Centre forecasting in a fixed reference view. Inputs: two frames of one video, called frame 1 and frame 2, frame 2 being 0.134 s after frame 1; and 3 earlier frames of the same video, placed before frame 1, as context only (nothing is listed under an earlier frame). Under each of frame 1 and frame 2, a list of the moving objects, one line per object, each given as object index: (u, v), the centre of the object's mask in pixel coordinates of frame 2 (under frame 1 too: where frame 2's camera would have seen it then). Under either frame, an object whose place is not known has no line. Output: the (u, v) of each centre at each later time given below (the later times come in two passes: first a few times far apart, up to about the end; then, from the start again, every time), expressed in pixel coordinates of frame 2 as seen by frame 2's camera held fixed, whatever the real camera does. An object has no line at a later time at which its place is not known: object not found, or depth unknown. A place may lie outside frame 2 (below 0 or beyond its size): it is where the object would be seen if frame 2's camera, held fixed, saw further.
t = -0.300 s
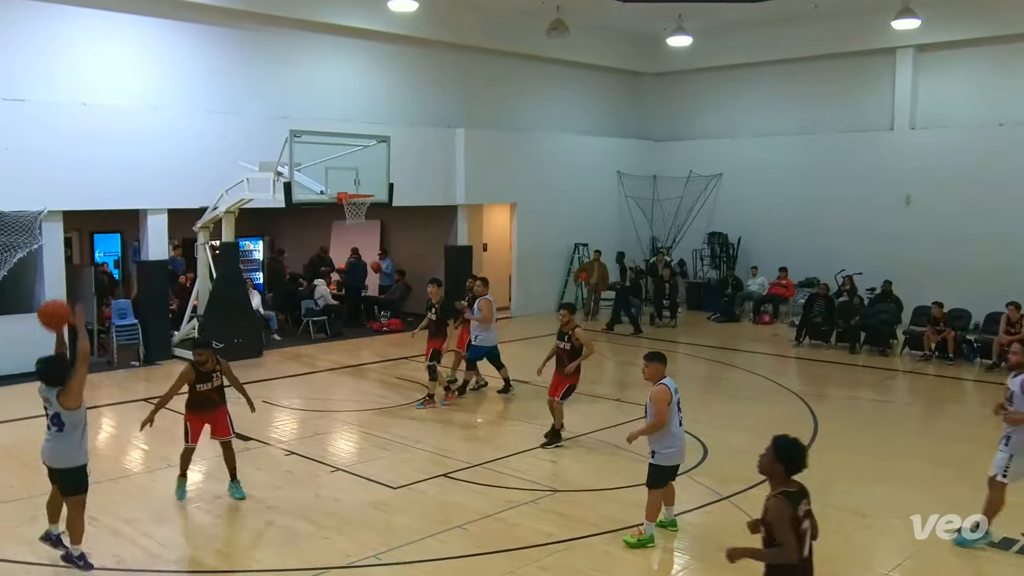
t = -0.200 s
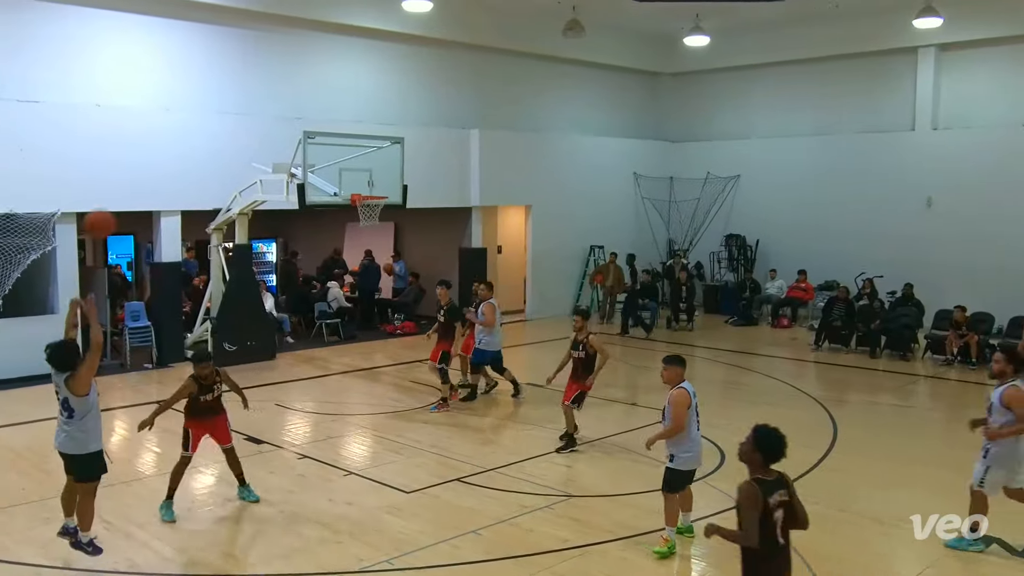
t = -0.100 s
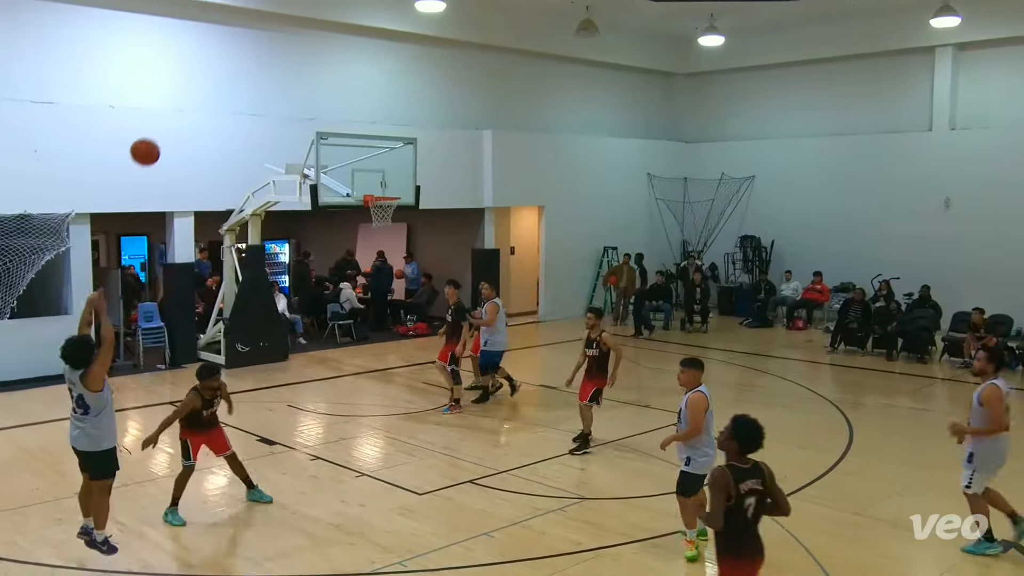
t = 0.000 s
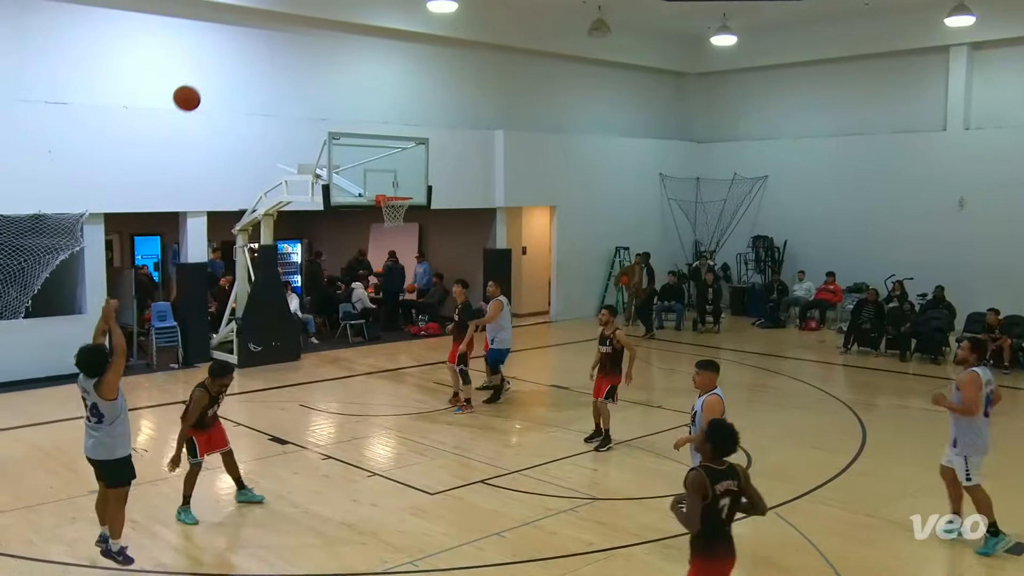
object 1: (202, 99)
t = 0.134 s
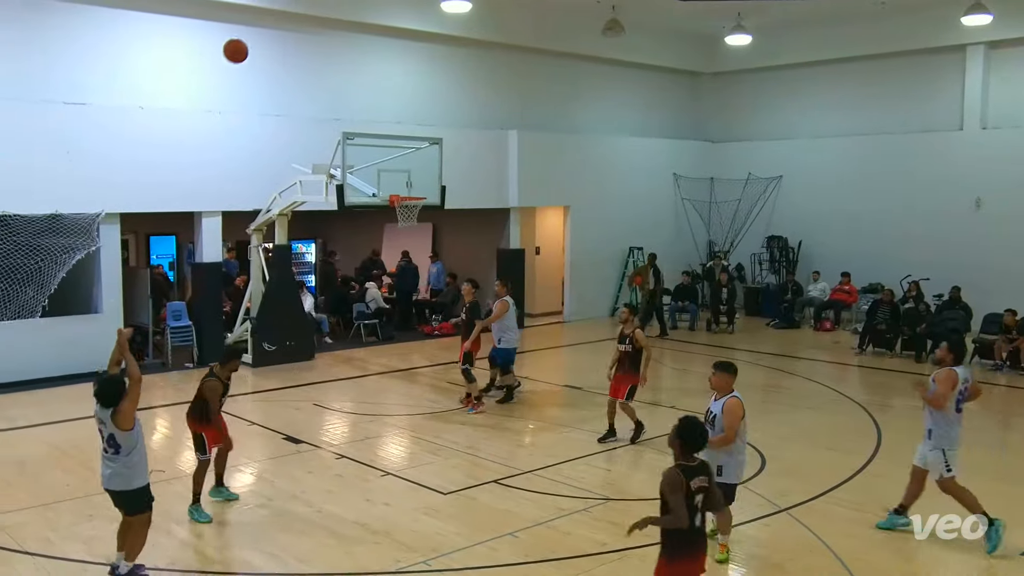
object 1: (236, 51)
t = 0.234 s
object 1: (258, 30)
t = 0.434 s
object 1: (298, 21)
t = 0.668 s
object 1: (337, 52)
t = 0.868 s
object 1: (364, 107)
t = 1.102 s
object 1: (391, 191)
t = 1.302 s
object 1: (377, 167)
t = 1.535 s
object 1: (378, 171)
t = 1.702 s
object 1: (377, 199)
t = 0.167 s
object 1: (243, 43)
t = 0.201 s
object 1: (251, 36)
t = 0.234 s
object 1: (258, 30)
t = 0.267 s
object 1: (265, 26)
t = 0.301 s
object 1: (272, 23)
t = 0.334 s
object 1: (279, 21)
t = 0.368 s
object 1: (286, 20)
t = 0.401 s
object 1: (292, 20)
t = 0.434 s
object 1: (298, 21)
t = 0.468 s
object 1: (304, 23)
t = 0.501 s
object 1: (310, 26)
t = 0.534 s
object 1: (316, 29)
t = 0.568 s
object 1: (321, 34)
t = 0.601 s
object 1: (327, 39)
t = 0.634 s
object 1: (332, 46)
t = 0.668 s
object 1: (337, 52)
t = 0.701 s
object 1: (342, 60)
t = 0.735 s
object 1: (347, 68)
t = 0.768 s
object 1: (351, 77)
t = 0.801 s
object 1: (356, 86)
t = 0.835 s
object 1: (361, 96)
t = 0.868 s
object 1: (364, 107)
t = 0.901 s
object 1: (368, 118)
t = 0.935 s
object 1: (372, 129)
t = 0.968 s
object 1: (376, 141)
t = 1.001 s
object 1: (380, 153)
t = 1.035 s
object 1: (384, 166)
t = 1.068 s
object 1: (389, 180)
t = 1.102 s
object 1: (391, 191)
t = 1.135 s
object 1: (383, 186)
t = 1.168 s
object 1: (377, 181)
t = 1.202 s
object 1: (378, 176)
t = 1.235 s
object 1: (377, 172)
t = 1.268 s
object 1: (377, 169)
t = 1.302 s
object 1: (377, 167)
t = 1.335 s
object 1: (377, 165)
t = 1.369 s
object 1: (377, 164)
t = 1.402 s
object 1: (378, 164)
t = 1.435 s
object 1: (378, 164)
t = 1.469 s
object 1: (377, 166)
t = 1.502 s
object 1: (378, 168)
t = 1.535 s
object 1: (378, 171)
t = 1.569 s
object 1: (378, 175)
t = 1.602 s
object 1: (377, 179)
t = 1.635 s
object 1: (378, 185)
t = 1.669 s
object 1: (378, 191)
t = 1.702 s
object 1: (377, 199)
